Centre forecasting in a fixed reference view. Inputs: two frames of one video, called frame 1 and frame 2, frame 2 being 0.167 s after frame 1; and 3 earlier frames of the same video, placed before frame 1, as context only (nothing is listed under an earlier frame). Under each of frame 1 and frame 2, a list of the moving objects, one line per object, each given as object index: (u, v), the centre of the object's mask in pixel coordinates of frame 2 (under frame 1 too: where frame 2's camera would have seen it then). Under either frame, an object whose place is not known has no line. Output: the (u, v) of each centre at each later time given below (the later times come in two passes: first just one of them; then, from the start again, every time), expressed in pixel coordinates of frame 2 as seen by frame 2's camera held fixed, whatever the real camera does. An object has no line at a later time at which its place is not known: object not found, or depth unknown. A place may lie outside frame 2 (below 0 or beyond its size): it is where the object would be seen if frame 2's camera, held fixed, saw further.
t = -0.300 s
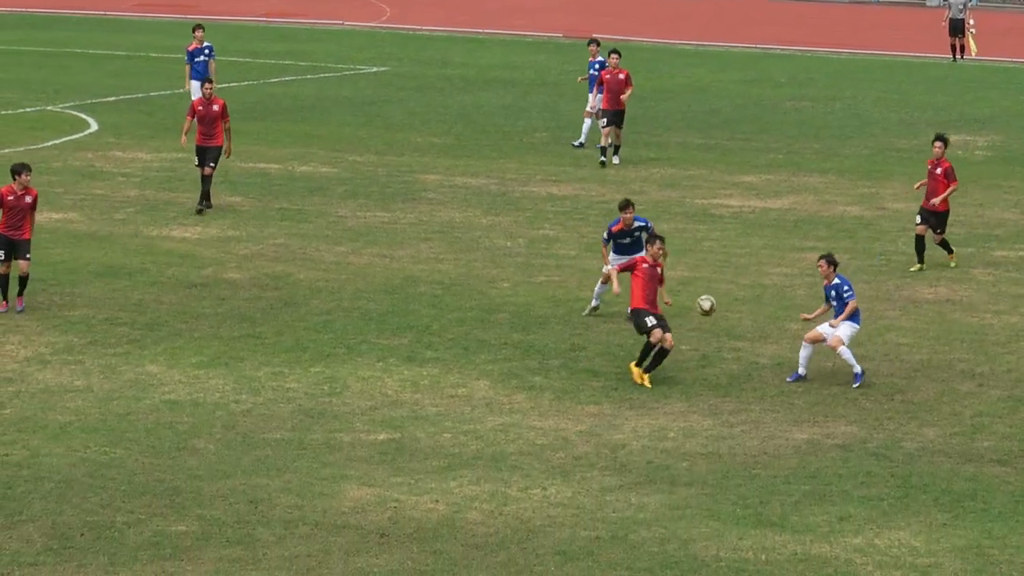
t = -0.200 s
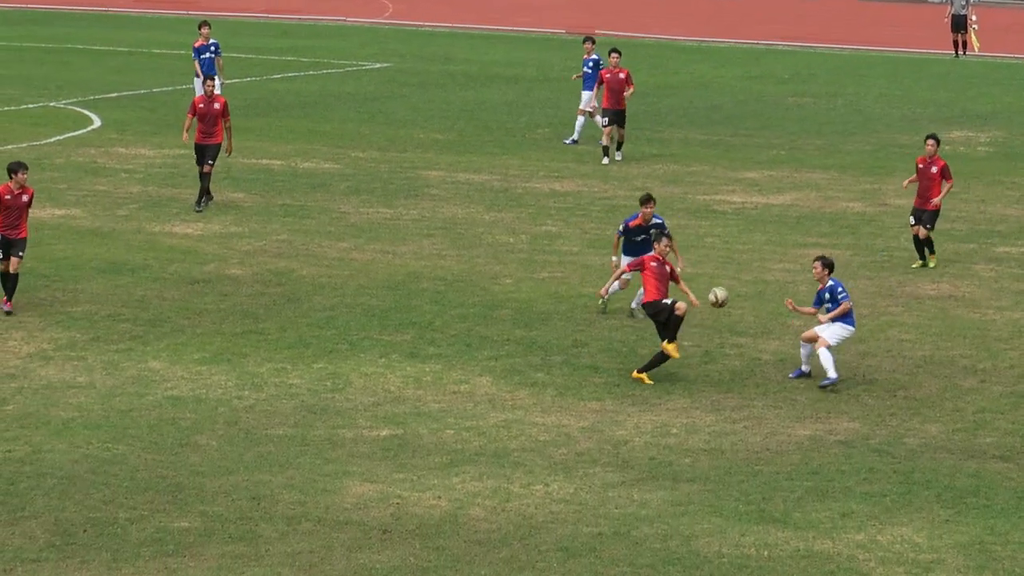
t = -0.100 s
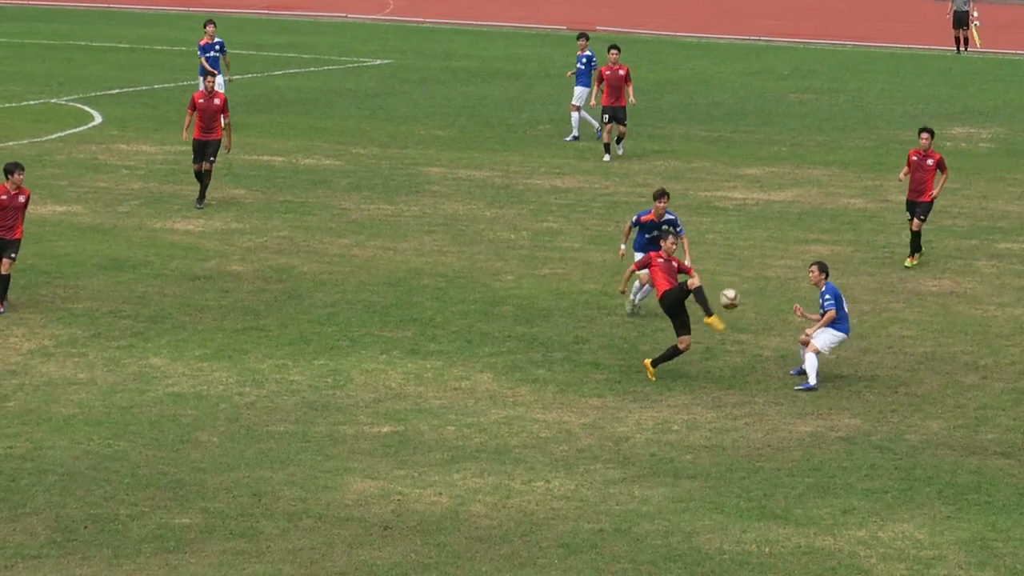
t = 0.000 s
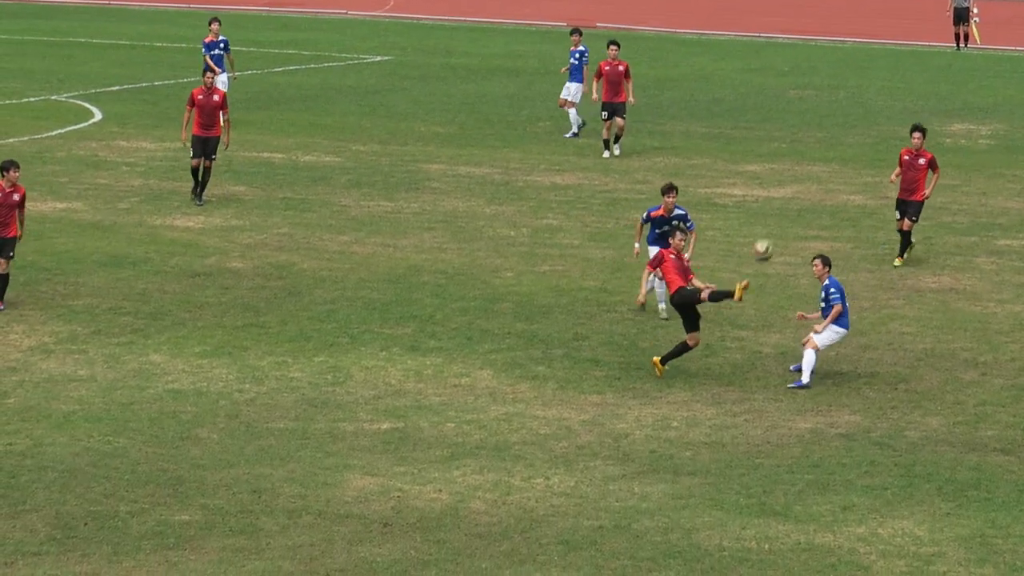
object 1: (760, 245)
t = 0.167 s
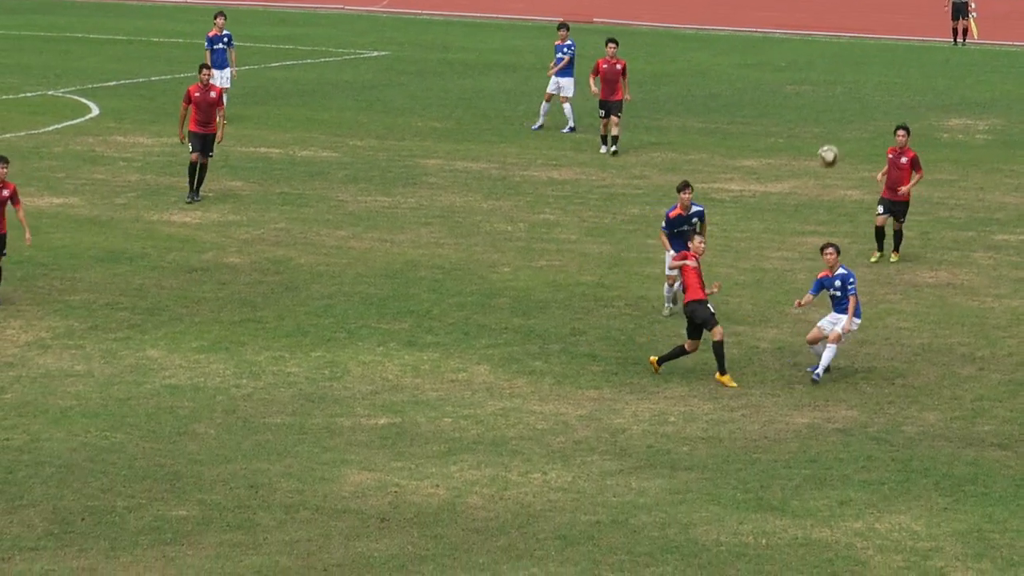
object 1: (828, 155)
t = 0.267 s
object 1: (864, 113)
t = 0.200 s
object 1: (839, 141)
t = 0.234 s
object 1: (852, 127)
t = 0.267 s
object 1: (864, 113)
